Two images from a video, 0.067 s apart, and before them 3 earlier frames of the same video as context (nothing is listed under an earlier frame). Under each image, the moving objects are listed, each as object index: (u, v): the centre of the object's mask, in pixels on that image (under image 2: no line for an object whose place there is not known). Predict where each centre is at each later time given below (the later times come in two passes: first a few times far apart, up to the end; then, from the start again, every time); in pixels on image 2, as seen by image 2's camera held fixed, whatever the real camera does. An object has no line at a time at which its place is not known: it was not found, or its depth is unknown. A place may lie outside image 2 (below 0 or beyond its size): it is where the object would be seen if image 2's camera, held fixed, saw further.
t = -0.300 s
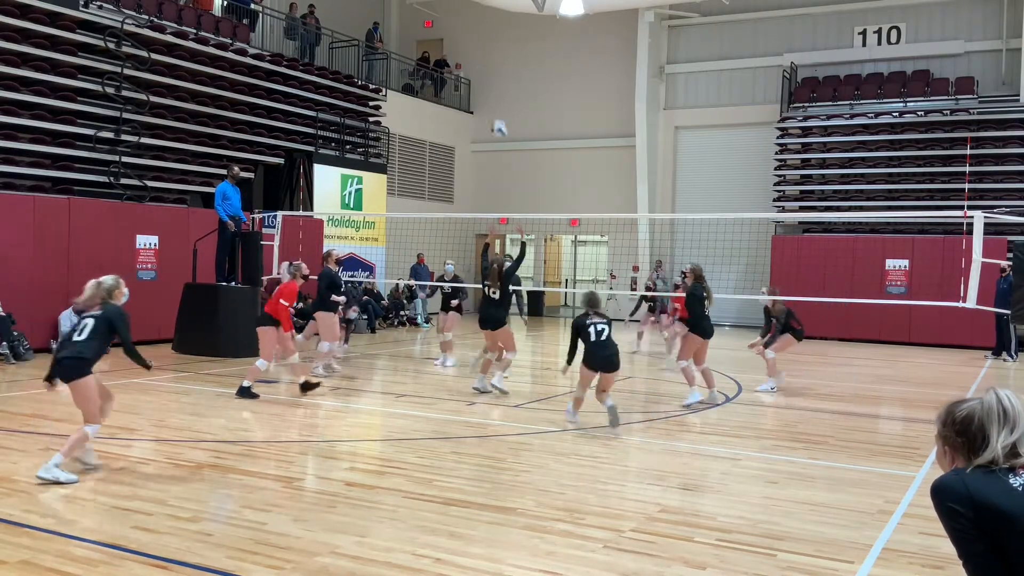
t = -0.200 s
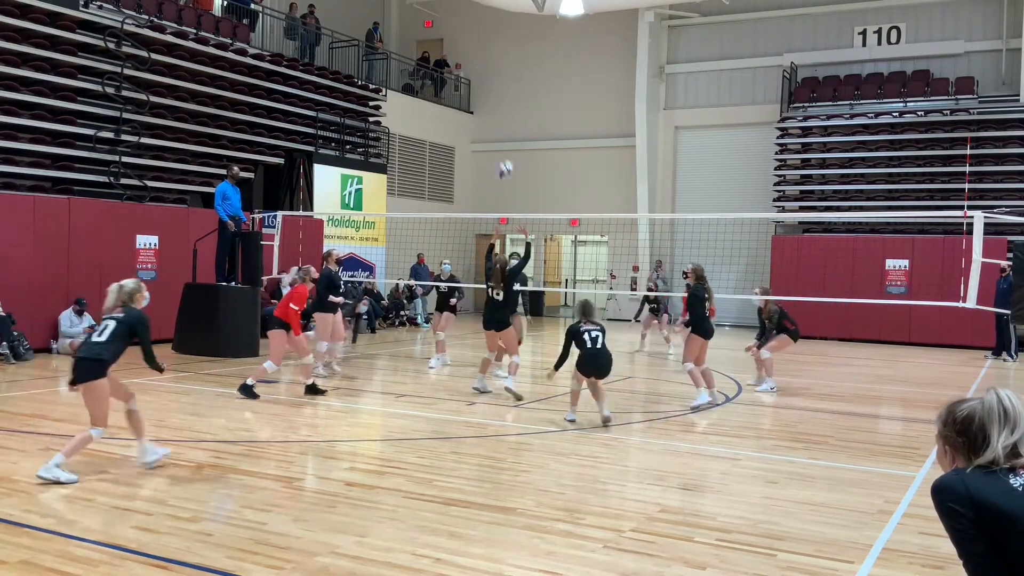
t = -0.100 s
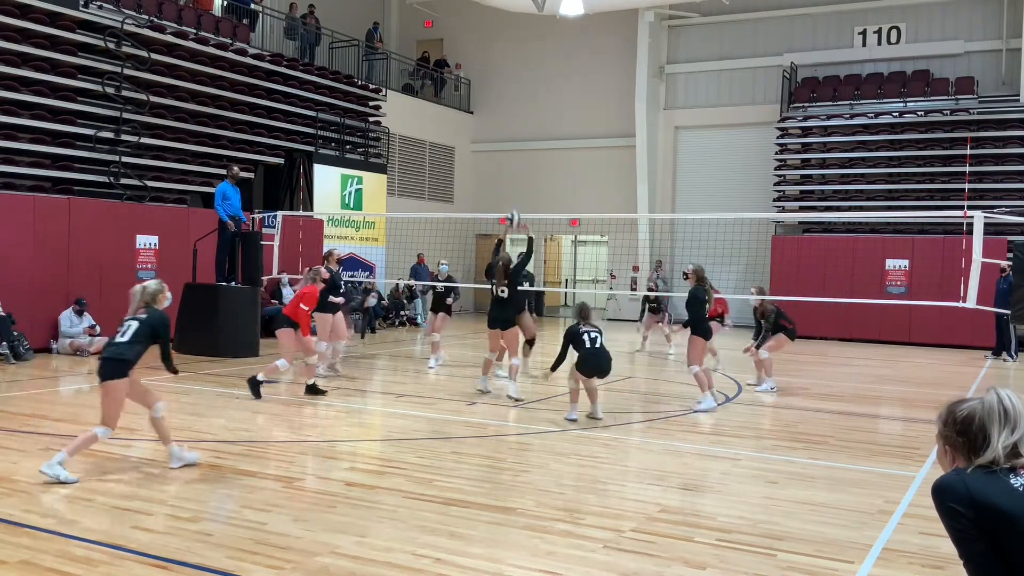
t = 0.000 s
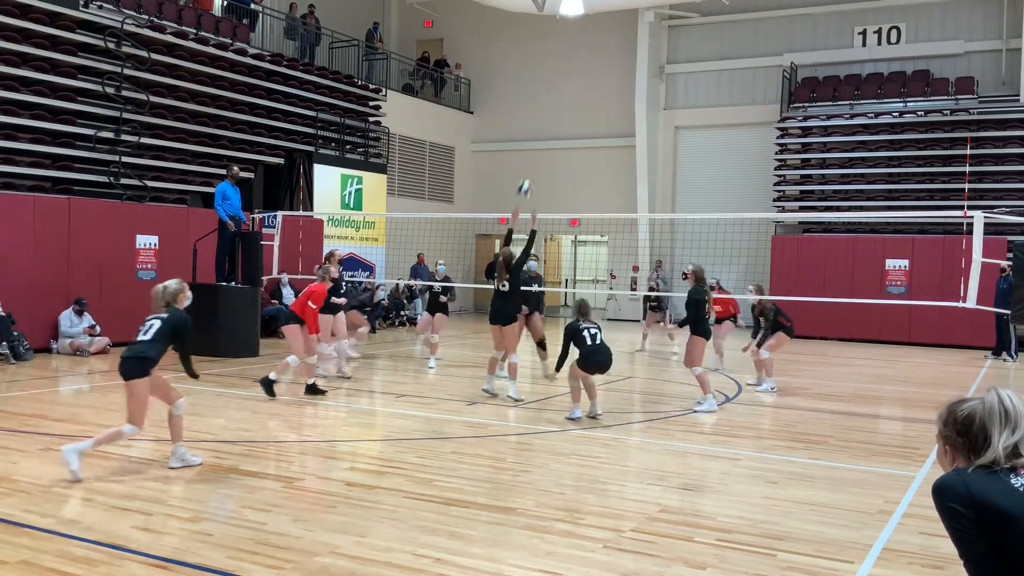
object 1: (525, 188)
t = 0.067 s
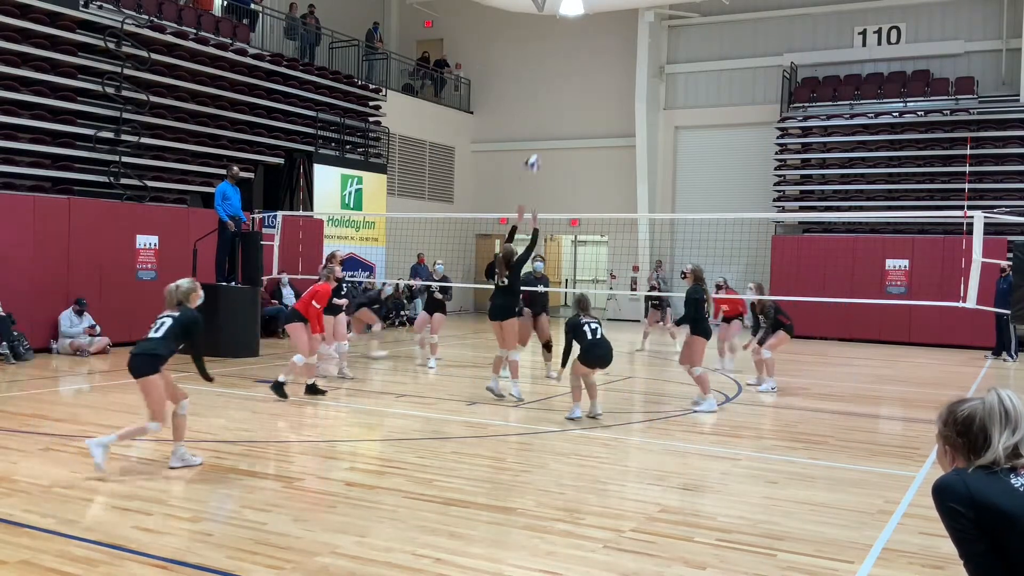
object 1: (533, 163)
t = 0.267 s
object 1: (555, 111)
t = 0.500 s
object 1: (580, 91)
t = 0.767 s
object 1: (606, 124)
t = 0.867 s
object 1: (616, 152)
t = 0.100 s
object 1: (537, 152)
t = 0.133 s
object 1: (540, 142)
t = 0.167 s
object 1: (545, 132)
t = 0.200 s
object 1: (547, 124)
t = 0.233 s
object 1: (551, 117)
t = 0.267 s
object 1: (555, 111)
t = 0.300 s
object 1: (559, 105)
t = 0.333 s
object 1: (562, 100)
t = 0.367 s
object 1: (566, 97)
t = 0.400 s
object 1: (570, 94)
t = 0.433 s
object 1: (573, 92)
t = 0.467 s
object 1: (576, 91)
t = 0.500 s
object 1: (580, 91)
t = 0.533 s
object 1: (584, 93)
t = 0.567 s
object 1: (587, 94)
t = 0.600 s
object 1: (591, 97)
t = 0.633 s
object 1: (594, 101)
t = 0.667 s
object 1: (597, 105)
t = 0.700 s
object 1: (600, 111)
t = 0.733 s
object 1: (604, 117)
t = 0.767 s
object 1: (606, 124)
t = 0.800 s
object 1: (610, 132)
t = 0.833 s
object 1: (613, 141)
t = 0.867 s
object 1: (616, 152)
